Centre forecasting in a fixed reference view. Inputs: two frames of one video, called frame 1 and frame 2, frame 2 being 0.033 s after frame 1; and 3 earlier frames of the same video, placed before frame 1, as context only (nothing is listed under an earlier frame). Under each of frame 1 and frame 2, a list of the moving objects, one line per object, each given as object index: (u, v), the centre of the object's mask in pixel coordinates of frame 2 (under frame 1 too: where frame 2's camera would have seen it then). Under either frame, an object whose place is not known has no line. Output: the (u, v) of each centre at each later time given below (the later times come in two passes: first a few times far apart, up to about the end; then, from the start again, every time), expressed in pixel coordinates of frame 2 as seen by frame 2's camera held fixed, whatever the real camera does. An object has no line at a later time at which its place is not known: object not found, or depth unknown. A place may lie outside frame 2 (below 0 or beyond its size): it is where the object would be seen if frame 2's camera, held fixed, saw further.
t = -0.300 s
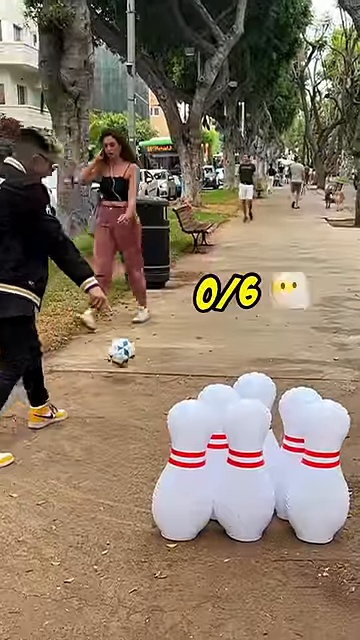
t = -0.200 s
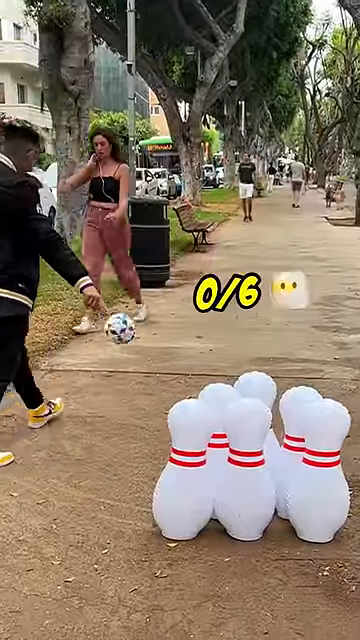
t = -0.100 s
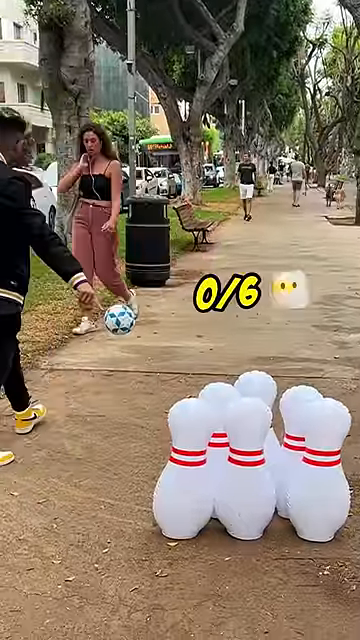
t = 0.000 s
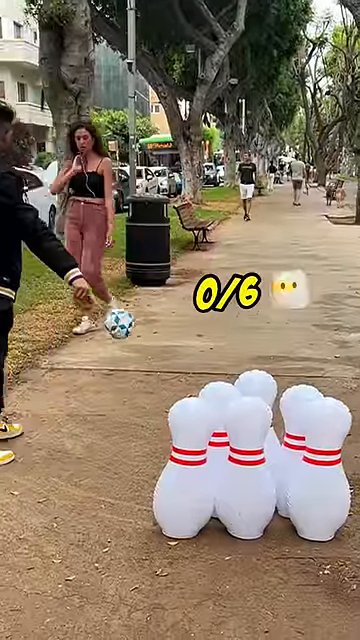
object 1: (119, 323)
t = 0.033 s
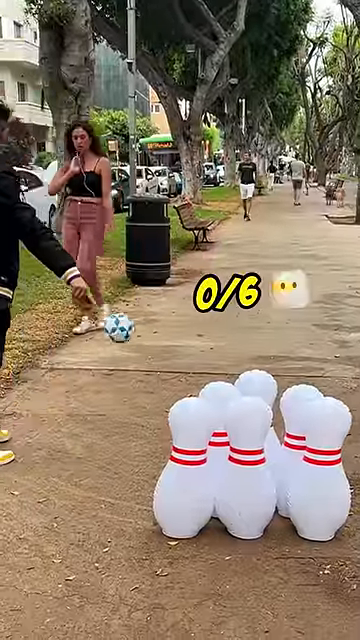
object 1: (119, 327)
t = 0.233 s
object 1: (117, 343)
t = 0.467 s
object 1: (109, 347)
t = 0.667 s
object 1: (104, 344)
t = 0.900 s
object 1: (96, 349)
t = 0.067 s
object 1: (119, 333)
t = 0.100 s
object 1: (118, 340)
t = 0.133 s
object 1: (118, 350)
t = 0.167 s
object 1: (118, 353)
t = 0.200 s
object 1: (118, 347)
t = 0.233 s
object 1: (117, 343)
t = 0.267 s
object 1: (115, 339)
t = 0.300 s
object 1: (114, 336)
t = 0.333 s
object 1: (113, 335)
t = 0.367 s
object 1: (112, 336)
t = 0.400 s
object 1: (111, 337)
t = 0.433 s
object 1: (110, 342)
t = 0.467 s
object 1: (109, 347)
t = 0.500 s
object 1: (109, 353)
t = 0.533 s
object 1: (108, 350)
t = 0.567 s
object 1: (107, 346)
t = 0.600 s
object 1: (106, 344)
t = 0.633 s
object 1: (105, 343)
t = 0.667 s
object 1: (104, 344)
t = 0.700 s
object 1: (103, 346)
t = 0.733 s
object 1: (101, 350)
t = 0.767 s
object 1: (101, 348)
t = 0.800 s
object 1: (100, 347)
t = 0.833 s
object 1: (98, 346)
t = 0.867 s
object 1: (97, 347)
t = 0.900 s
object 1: (96, 349)
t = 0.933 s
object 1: (96, 348)
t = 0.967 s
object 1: (96, 348)
